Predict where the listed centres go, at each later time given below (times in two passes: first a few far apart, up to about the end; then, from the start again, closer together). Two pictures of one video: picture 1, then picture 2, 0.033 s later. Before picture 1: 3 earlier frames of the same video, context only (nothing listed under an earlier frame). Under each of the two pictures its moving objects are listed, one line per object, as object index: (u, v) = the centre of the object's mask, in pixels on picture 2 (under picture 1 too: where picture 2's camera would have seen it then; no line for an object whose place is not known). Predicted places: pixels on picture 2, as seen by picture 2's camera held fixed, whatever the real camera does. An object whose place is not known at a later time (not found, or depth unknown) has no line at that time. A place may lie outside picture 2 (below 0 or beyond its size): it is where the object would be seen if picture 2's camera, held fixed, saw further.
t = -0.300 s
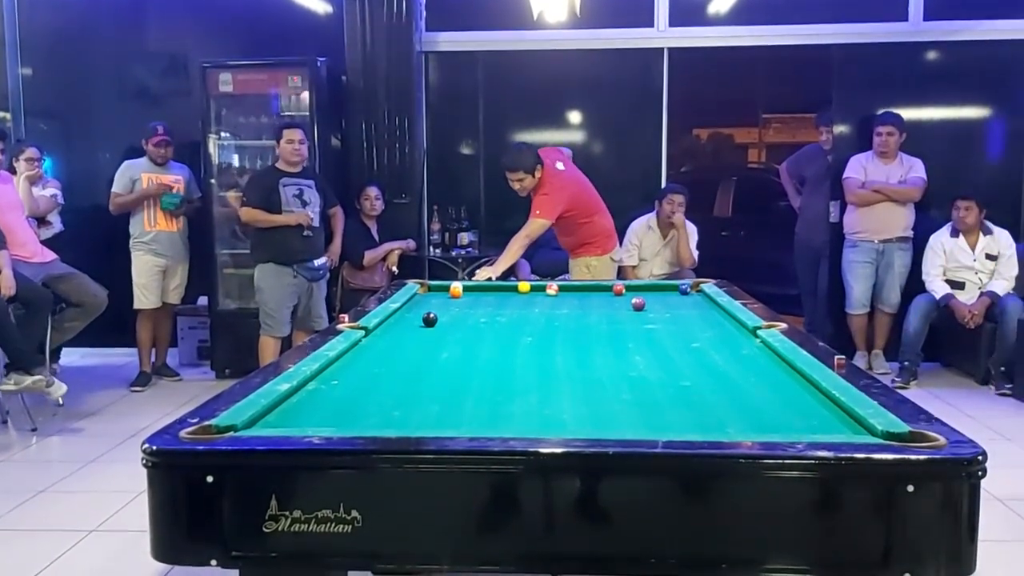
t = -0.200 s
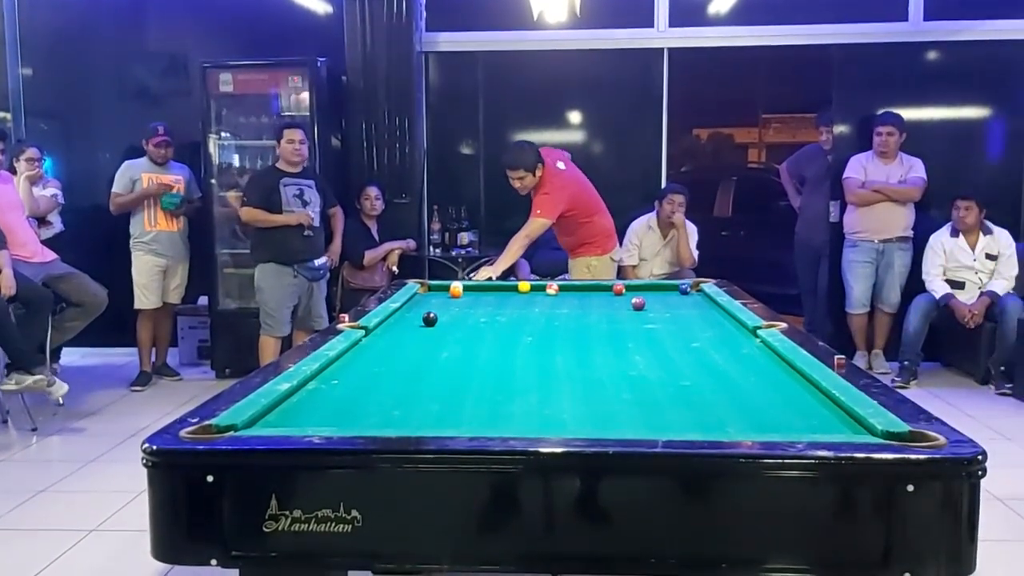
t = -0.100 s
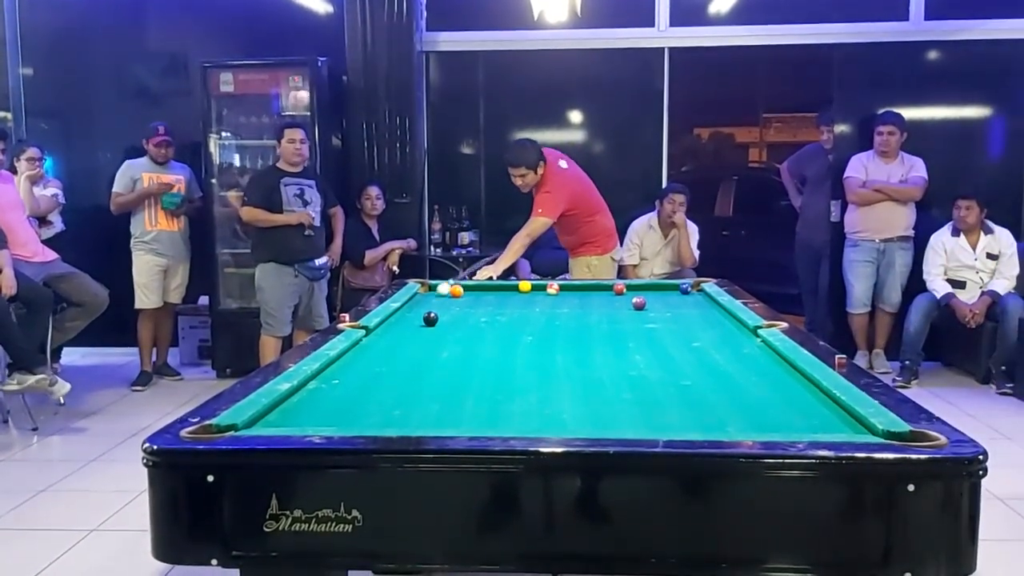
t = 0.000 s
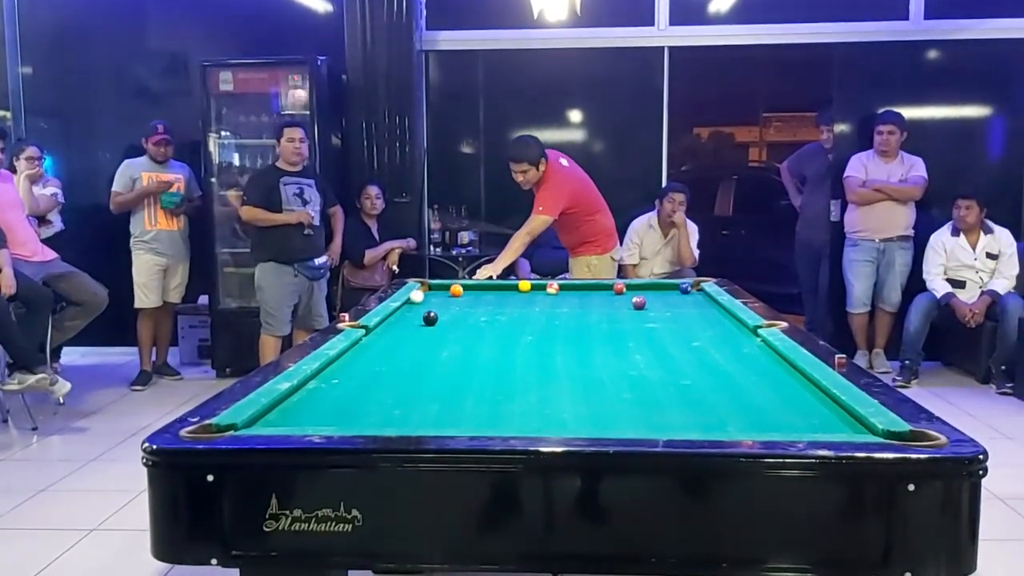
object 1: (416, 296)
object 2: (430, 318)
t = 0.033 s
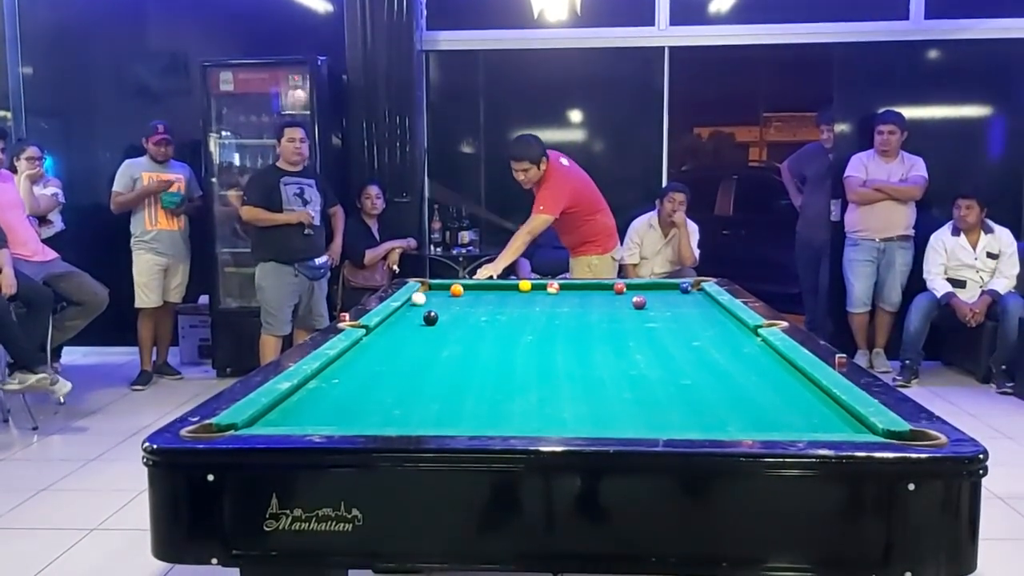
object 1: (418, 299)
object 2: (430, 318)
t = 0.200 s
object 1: (424, 309)
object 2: (430, 318)
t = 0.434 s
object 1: (420, 318)
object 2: (444, 331)
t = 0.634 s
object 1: (414, 322)
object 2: (458, 344)
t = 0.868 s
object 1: (407, 328)
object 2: (477, 361)
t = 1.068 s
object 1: (400, 333)
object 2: (497, 379)
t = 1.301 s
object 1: (393, 338)
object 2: (524, 404)
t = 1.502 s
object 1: (388, 342)
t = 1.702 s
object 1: (382, 346)
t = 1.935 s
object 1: (376, 351)
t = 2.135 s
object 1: (371, 355)
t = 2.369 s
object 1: (365, 359)
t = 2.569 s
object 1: (361, 362)
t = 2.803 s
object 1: (356, 365)
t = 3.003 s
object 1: (353, 367)
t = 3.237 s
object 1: (350, 369)
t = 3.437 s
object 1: (349, 369)
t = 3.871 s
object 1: (349, 370)
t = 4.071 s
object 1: (349, 370)
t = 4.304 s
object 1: (348, 370)
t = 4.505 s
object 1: (348, 370)
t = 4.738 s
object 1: (348, 369)
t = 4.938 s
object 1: (349, 370)
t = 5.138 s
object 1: (348, 370)
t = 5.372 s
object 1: (349, 370)
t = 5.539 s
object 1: (349, 370)
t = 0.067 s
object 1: (420, 301)
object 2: (430, 318)
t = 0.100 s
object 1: (422, 303)
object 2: (430, 318)
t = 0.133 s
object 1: (423, 305)
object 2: (430, 318)
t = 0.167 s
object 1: (424, 307)
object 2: (430, 318)
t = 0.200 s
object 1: (424, 309)
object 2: (430, 318)
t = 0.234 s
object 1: (424, 310)
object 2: (430, 318)
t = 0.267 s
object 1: (424, 312)
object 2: (430, 318)
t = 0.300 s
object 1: (424, 314)
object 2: (433, 321)
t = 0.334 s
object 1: (424, 315)
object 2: (436, 324)
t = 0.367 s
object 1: (423, 316)
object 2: (439, 326)
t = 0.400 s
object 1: (421, 317)
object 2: (442, 328)
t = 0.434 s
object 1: (420, 318)
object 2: (444, 331)
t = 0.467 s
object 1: (419, 318)
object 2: (446, 333)
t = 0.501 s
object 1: (419, 319)
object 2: (448, 334)
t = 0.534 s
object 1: (417, 320)
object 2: (451, 336)
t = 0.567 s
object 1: (416, 321)
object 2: (453, 339)
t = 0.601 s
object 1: (415, 322)
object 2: (456, 341)
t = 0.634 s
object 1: (414, 322)
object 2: (458, 344)
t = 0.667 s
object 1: (413, 323)
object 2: (461, 346)
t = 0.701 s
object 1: (412, 324)
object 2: (463, 348)
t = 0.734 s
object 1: (411, 325)
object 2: (466, 351)
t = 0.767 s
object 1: (410, 326)
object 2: (469, 353)
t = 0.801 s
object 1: (409, 326)
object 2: (472, 356)
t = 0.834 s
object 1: (408, 327)
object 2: (474, 358)
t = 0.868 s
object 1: (407, 328)
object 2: (477, 361)
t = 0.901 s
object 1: (406, 329)
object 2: (480, 364)
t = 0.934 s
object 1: (404, 330)
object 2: (483, 366)
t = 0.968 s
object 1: (403, 330)
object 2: (487, 370)
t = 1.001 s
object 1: (403, 331)
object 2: (490, 372)
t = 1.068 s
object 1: (400, 333)
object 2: (497, 379)
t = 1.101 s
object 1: (399, 333)
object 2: (500, 382)
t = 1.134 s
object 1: (398, 334)
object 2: (503, 386)
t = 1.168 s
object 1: (397, 335)
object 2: (508, 390)
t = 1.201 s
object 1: (396, 336)
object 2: (512, 393)
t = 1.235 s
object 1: (395, 336)
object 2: (516, 396)
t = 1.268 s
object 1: (394, 337)
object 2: (520, 400)
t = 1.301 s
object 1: (393, 338)
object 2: (524, 404)
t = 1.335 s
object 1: (392, 339)
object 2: (529, 408)
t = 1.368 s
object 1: (391, 340)
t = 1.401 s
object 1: (391, 340)
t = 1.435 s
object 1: (390, 341)
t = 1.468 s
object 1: (389, 342)
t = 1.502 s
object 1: (388, 342)
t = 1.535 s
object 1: (387, 343)
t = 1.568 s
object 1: (386, 344)
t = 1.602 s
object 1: (385, 344)
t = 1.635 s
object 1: (384, 345)
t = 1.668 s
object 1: (383, 346)
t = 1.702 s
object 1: (382, 346)
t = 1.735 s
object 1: (382, 347)
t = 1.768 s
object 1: (381, 348)
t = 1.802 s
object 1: (380, 349)
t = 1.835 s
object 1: (379, 349)
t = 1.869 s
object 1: (378, 350)
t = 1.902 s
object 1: (377, 350)
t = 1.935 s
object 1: (376, 351)
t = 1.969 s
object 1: (375, 351)
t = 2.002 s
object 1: (374, 352)
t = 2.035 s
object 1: (373, 353)
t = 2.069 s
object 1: (372, 354)
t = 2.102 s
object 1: (372, 354)
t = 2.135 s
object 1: (371, 355)
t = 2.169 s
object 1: (370, 355)
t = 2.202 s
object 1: (369, 356)
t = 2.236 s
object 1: (368, 357)
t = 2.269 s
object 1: (368, 357)
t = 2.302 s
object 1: (367, 358)
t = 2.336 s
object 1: (366, 358)
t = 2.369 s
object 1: (365, 359)
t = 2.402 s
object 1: (365, 359)
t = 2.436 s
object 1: (364, 360)
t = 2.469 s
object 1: (363, 360)
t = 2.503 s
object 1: (362, 361)
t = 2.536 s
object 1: (361, 361)
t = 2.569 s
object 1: (361, 362)
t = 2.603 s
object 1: (360, 363)
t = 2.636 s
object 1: (359, 363)
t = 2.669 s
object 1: (359, 364)
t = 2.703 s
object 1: (358, 364)
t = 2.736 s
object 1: (357, 364)
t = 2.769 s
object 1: (357, 364)
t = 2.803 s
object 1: (356, 365)
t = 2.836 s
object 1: (356, 365)
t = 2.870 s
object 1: (355, 366)
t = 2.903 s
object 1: (354, 366)
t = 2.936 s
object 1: (354, 366)
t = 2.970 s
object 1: (353, 367)
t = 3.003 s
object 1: (353, 367)
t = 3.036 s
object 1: (352, 367)
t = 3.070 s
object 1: (352, 368)
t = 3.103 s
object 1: (351, 368)
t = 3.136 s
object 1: (351, 368)
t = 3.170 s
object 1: (351, 368)
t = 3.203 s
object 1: (350, 368)
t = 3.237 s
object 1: (350, 369)
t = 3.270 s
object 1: (350, 369)
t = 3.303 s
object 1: (349, 369)
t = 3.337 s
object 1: (349, 368)
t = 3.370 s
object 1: (349, 370)
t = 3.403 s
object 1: (349, 370)
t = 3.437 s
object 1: (349, 369)
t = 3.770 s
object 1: (353, 370)
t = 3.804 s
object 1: (348, 370)
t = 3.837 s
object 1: (348, 370)
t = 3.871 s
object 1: (349, 370)
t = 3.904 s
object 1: (349, 370)
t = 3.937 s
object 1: (349, 370)
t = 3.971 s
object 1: (349, 370)
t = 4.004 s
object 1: (349, 370)
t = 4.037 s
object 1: (349, 370)
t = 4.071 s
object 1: (349, 370)
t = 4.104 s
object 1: (349, 370)
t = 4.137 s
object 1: (349, 370)
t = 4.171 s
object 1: (349, 370)
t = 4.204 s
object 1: (349, 370)
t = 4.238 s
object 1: (349, 370)
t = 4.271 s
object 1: (349, 370)
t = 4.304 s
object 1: (348, 370)
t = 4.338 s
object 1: (348, 370)
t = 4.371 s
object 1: (349, 370)
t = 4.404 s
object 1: (349, 370)
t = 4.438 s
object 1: (348, 370)
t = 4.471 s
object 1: (348, 370)
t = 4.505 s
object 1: (348, 370)
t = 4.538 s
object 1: (348, 370)
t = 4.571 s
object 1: (349, 370)
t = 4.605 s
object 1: (348, 370)
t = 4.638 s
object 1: (348, 370)
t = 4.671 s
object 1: (349, 370)
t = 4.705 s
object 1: (348, 369)
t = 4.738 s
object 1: (348, 369)
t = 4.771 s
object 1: (348, 370)
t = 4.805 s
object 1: (349, 370)
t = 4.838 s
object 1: (349, 370)
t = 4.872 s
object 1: (349, 370)
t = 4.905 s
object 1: (349, 370)
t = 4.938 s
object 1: (349, 370)
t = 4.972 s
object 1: (349, 370)
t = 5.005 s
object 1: (349, 370)
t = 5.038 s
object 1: (349, 370)
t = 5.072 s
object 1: (349, 370)
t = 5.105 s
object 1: (348, 370)
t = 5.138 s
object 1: (348, 370)
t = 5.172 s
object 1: (348, 370)
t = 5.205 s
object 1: (348, 370)
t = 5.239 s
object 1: (348, 370)
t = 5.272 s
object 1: (349, 370)
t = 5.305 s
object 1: (349, 370)
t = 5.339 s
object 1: (349, 370)
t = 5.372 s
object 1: (349, 370)
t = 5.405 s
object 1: (349, 370)
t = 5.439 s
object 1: (349, 370)
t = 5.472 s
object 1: (349, 370)
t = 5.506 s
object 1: (349, 370)
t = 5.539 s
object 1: (349, 370)
